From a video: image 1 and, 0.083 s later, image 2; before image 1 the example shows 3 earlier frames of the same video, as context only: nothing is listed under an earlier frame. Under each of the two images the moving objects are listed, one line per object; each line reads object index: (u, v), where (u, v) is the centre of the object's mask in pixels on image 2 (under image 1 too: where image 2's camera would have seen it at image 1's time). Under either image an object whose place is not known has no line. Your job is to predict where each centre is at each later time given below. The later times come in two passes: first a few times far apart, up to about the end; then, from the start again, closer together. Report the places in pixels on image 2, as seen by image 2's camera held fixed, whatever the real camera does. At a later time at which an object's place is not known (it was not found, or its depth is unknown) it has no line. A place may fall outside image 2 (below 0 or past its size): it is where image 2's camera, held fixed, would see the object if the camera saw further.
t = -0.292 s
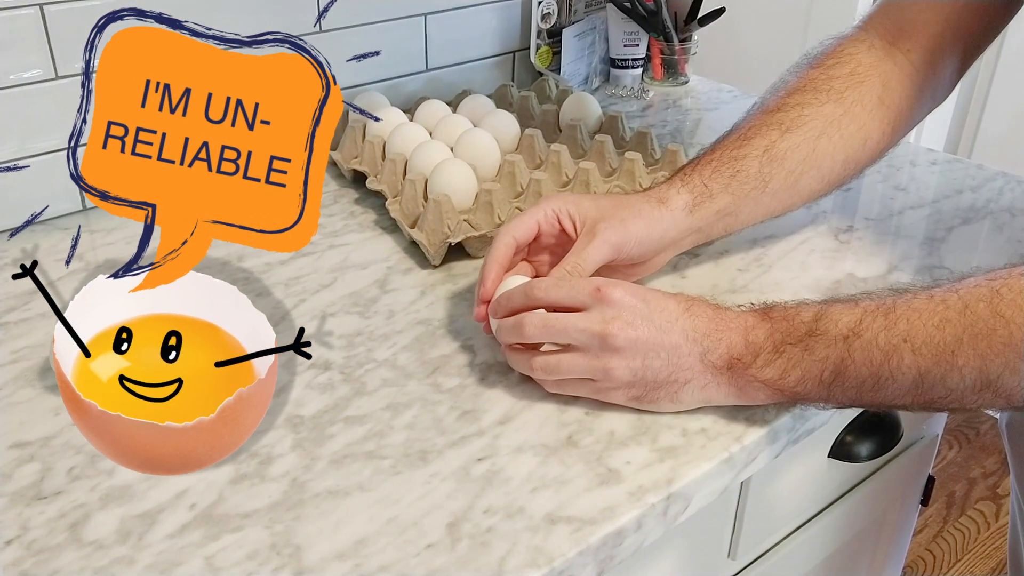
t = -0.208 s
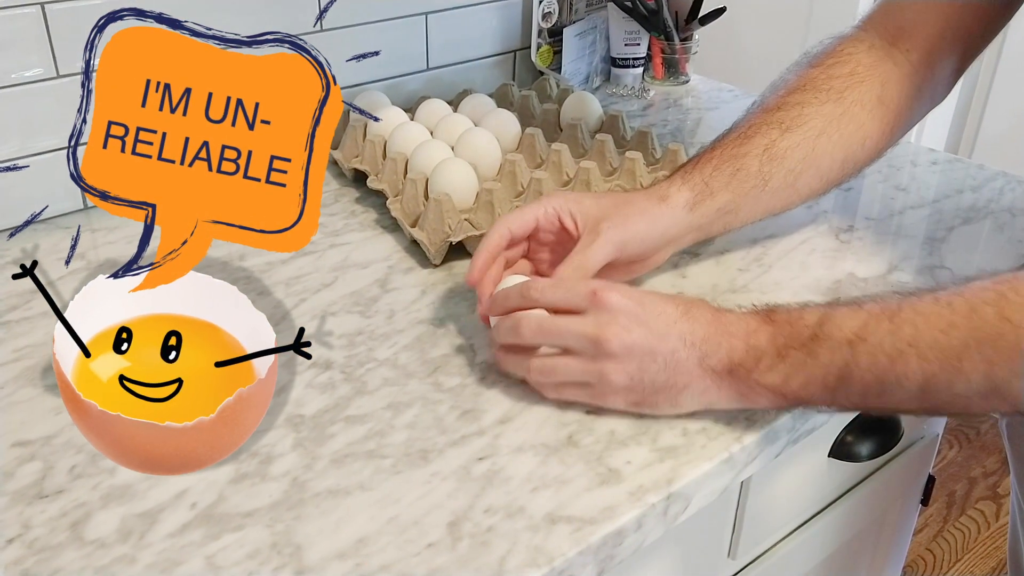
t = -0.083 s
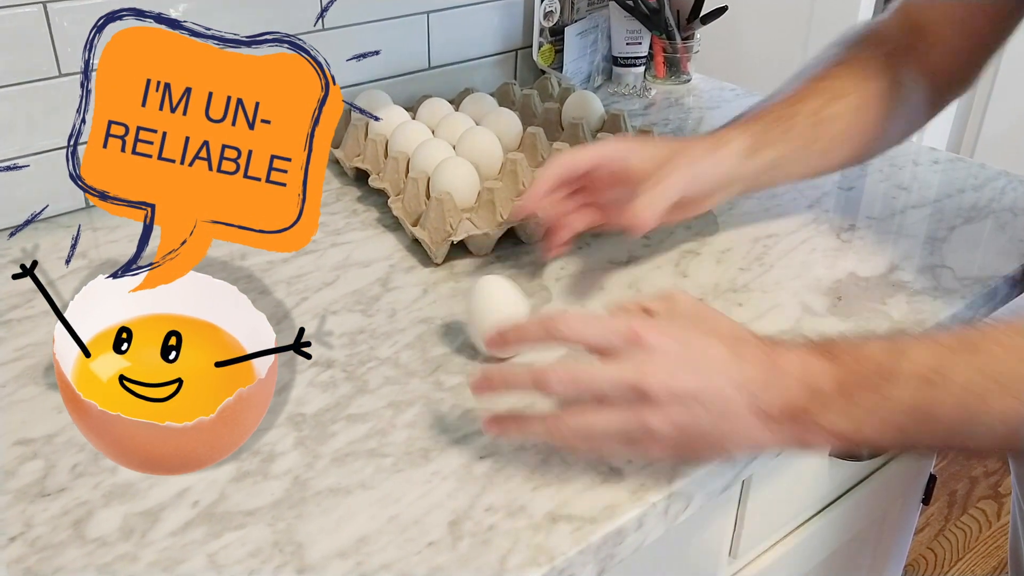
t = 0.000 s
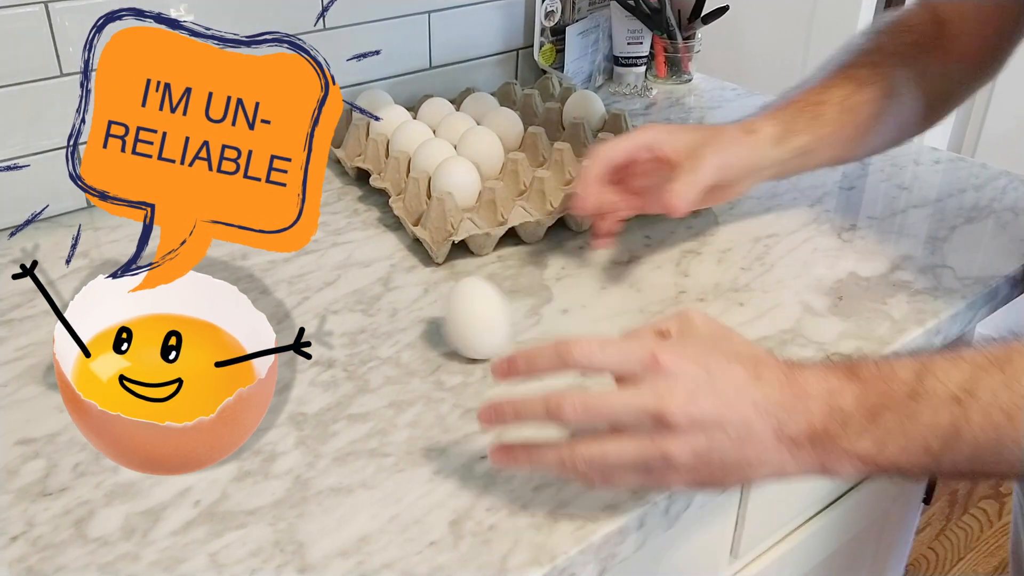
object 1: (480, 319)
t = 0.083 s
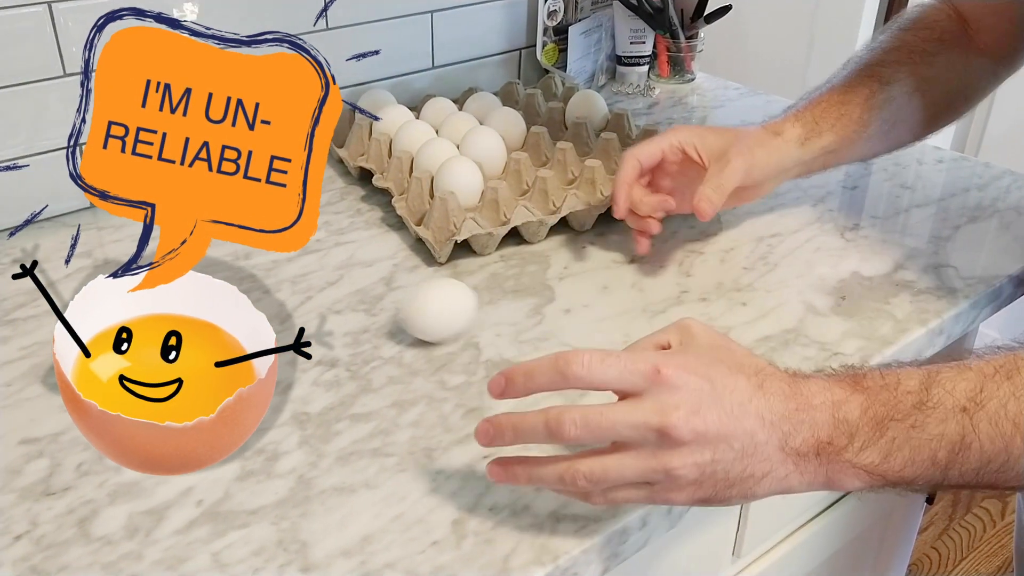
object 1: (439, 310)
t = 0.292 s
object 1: (400, 282)
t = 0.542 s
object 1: (387, 280)
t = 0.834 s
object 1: (402, 284)
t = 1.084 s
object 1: (395, 281)
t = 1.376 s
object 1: (384, 286)
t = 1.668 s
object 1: (397, 282)
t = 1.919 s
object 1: (388, 281)
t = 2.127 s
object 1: (398, 284)
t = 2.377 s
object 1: (398, 284)
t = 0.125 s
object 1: (427, 304)
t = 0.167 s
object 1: (419, 299)
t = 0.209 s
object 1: (411, 294)
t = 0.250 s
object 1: (401, 286)
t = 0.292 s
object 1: (400, 282)
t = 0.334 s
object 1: (399, 279)
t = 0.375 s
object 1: (399, 277)
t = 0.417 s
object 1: (396, 277)
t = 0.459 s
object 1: (393, 279)
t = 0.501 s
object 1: (390, 280)
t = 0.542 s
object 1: (387, 280)
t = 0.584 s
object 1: (385, 282)
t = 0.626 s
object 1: (387, 283)
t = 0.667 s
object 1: (389, 284)
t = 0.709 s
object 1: (391, 286)
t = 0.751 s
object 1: (396, 286)
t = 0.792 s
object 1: (399, 285)
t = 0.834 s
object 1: (402, 284)
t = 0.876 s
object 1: (404, 283)
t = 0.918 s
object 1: (406, 281)
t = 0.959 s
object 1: (406, 281)
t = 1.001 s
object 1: (404, 282)
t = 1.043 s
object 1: (402, 282)
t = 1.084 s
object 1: (395, 281)
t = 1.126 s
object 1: (392, 281)
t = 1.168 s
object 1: (390, 282)
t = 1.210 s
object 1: (388, 283)
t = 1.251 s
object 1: (384, 286)
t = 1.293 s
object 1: (383, 286)
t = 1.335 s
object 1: (383, 286)
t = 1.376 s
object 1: (384, 286)
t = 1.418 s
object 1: (388, 287)
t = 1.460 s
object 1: (391, 287)
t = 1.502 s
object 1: (393, 287)
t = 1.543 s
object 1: (394, 286)
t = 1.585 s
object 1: (396, 285)
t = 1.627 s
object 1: (397, 283)
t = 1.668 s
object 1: (397, 282)
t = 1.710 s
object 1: (397, 281)
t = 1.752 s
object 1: (396, 281)
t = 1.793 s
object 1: (392, 281)
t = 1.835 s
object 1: (390, 281)
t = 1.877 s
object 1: (388, 281)
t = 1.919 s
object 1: (388, 281)
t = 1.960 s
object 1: (389, 282)
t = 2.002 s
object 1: (390, 283)
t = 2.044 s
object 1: (392, 283)
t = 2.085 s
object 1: (394, 284)
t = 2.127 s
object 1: (398, 284)
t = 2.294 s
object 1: (402, 283)
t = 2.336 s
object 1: (400, 284)
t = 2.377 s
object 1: (398, 284)
